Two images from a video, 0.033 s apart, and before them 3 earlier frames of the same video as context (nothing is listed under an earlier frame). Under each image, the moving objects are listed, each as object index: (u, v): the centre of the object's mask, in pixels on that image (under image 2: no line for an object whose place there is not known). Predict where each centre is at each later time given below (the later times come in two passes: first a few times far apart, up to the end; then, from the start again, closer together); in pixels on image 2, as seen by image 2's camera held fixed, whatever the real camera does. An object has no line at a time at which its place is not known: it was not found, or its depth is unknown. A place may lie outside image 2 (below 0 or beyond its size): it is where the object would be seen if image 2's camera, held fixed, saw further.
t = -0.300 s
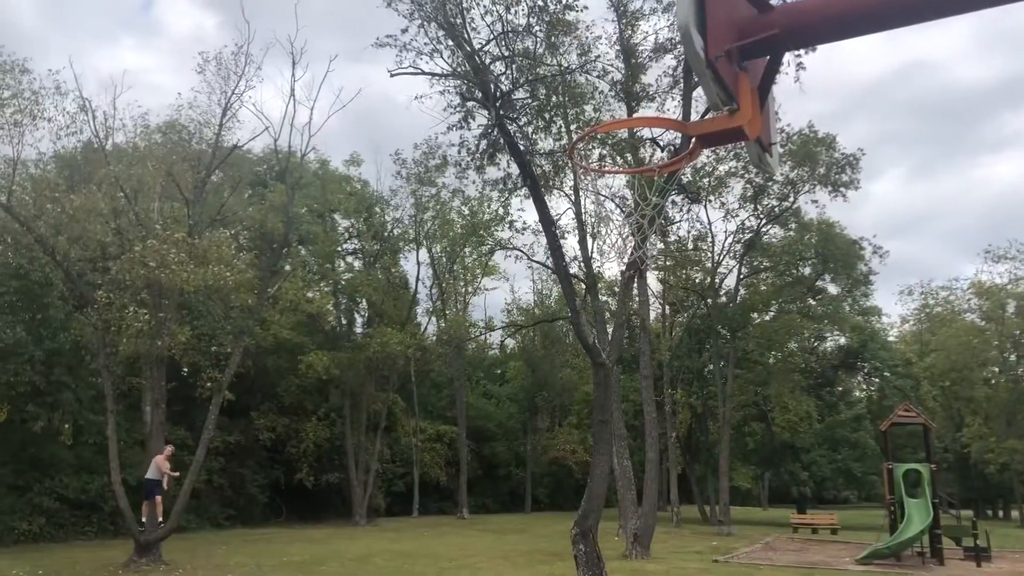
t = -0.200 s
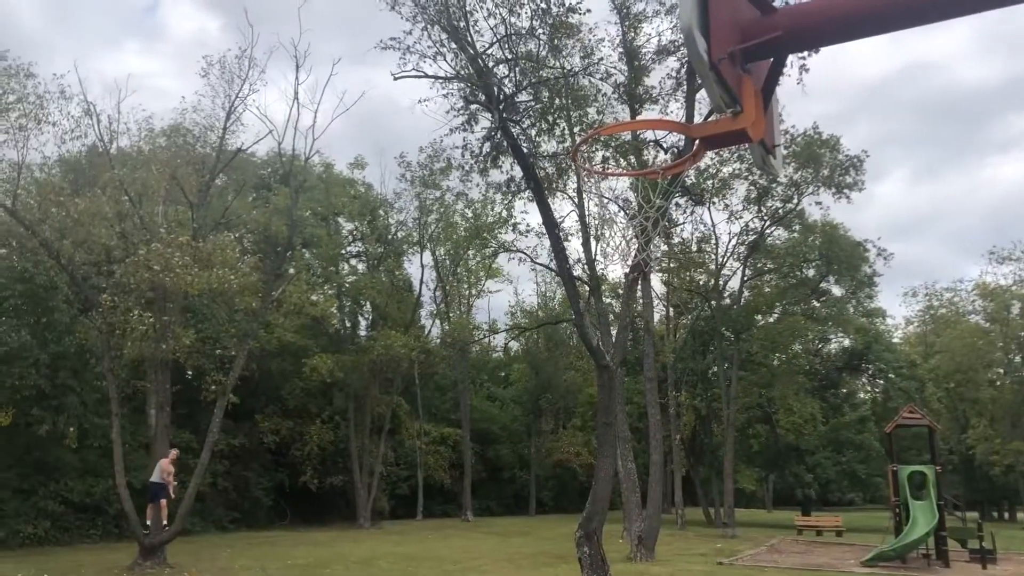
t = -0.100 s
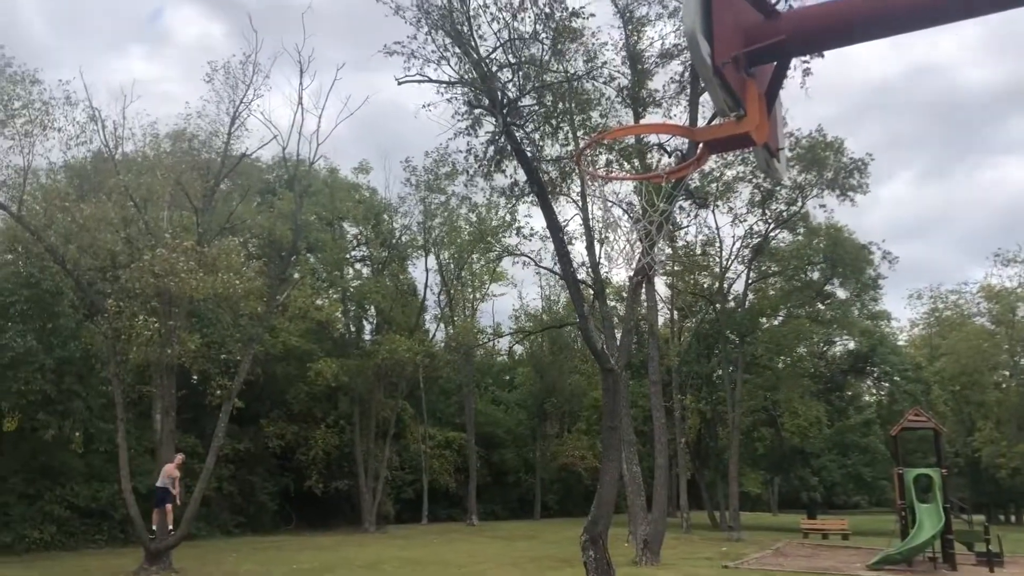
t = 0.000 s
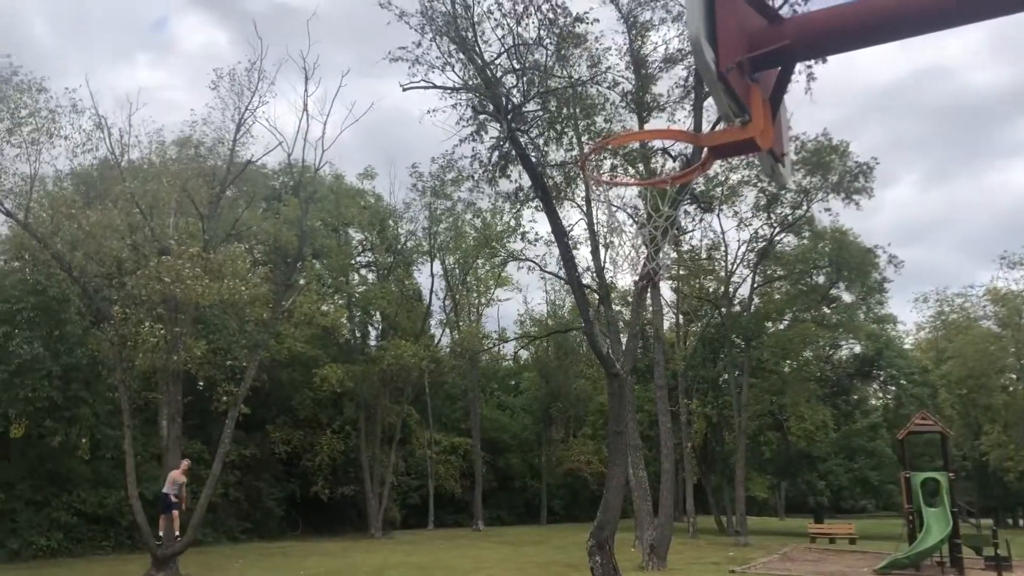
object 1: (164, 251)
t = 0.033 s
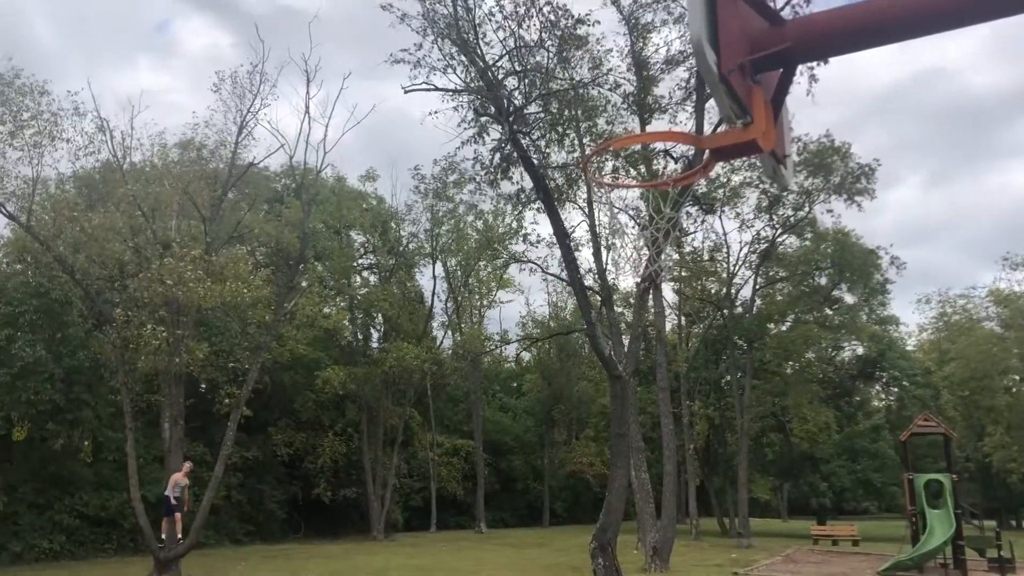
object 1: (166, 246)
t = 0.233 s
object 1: (168, 194)
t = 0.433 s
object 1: (168, 154)
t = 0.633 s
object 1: (174, 134)
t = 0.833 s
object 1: (181, 140)
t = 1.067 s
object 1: (193, 206)
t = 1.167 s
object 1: (205, 264)
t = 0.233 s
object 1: (168, 194)
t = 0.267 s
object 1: (168, 187)
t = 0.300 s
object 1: (167, 180)
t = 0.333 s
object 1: (167, 171)
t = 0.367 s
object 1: (168, 165)
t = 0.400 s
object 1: (169, 161)
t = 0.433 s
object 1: (168, 154)
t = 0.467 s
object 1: (170, 149)
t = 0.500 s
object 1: (170, 145)
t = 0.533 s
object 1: (171, 141)
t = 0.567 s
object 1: (172, 139)
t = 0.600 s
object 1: (172, 137)
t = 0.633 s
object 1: (174, 134)
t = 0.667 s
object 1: (175, 134)
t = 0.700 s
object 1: (175, 133)
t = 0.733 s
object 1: (176, 133)
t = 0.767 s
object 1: (177, 135)
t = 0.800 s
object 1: (179, 137)
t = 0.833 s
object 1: (181, 140)
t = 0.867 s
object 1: (182, 144)
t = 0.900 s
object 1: (184, 151)
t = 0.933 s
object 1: (186, 156)
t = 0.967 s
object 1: (188, 168)
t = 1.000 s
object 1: (190, 178)
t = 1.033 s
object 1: (194, 192)
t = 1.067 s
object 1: (193, 206)
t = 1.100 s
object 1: (199, 220)
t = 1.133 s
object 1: (202, 239)
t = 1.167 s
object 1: (205, 264)
